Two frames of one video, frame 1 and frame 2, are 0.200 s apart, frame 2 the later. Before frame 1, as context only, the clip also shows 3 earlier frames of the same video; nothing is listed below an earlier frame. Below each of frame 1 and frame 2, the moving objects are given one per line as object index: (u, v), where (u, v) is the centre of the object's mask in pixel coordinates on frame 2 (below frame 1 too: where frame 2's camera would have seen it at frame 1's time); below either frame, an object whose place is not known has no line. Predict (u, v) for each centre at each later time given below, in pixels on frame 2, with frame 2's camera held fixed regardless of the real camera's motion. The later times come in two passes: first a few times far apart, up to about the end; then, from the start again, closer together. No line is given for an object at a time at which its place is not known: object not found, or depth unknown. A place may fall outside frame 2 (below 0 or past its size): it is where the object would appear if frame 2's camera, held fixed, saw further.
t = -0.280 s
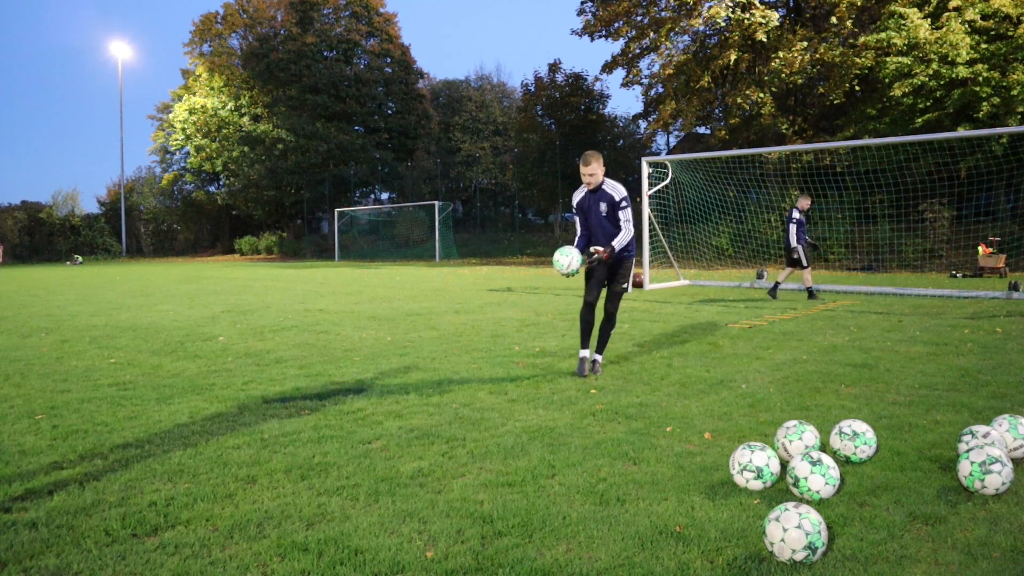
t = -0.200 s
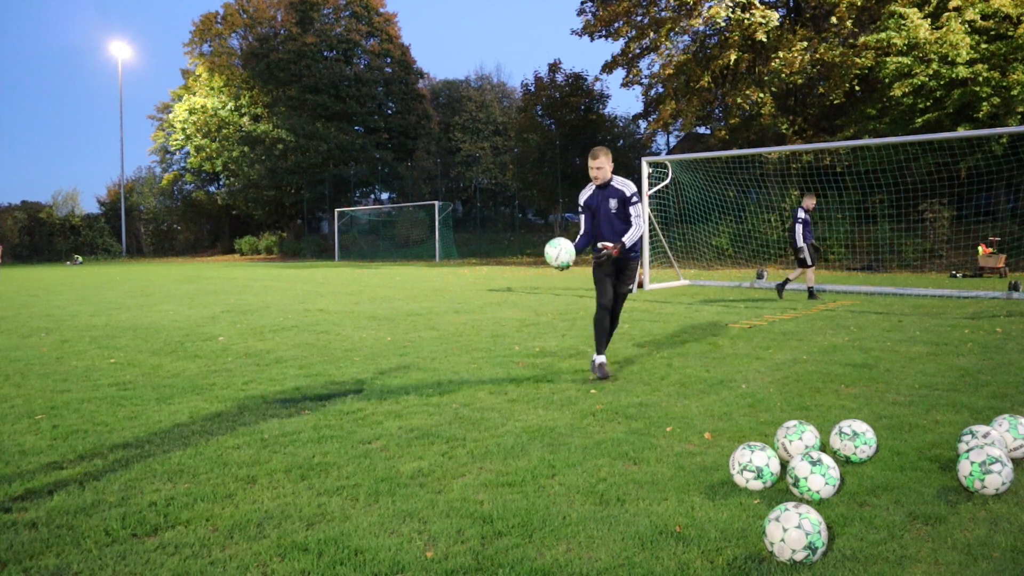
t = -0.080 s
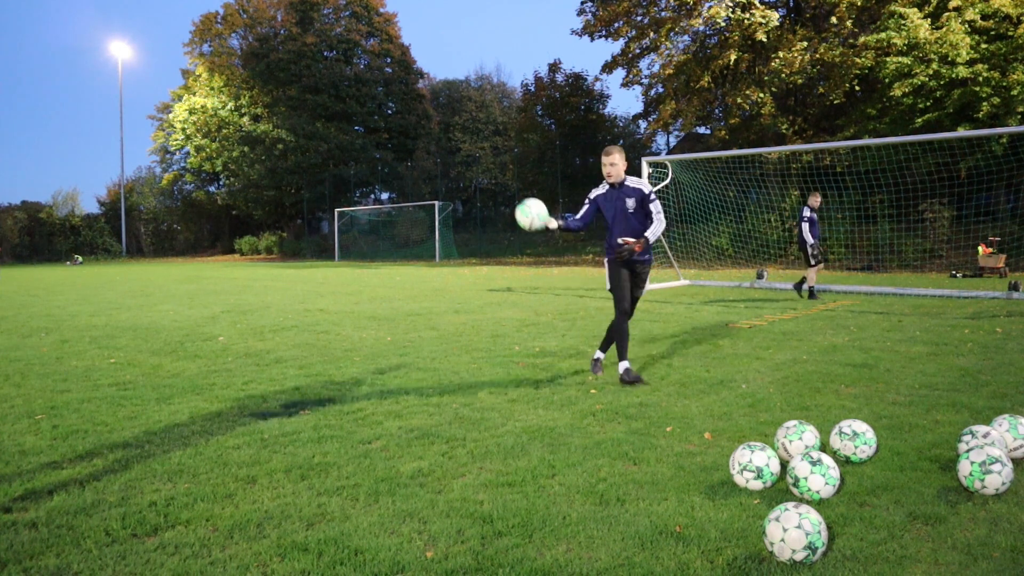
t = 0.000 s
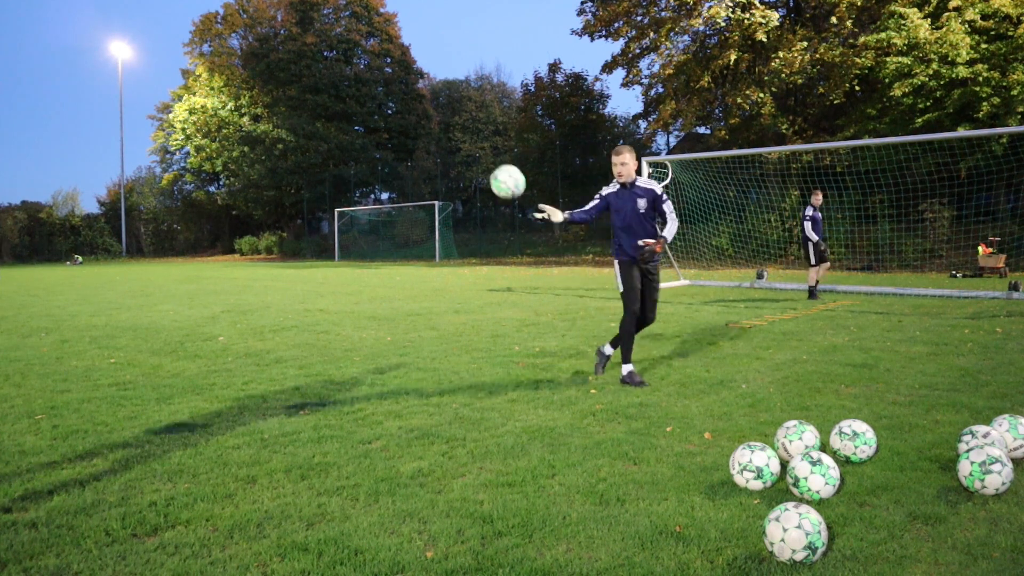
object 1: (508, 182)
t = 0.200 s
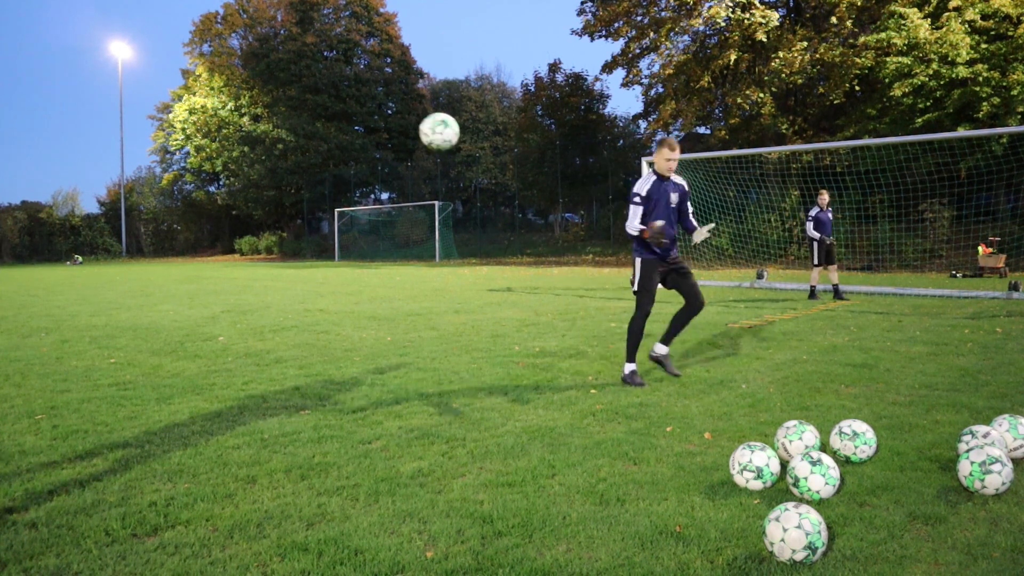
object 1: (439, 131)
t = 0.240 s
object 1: (424, 128)
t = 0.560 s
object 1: (276, 214)
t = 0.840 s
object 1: (114, 500)
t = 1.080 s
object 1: (12, 359)
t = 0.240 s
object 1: (424, 128)
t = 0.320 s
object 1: (392, 129)
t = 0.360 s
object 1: (374, 134)
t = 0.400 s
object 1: (356, 143)
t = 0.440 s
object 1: (338, 155)
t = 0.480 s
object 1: (318, 170)
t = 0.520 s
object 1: (298, 190)
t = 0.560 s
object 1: (276, 214)
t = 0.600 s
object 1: (255, 243)
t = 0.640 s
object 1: (232, 278)
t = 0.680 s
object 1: (209, 318)
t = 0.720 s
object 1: (185, 365)
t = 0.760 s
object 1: (161, 416)
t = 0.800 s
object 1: (136, 473)
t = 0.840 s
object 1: (114, 500)
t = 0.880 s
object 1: (94, 469)
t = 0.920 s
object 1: (75, 441)
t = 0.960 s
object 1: (55, 415)
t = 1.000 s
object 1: (35, 393)
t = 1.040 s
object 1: (22, 374)
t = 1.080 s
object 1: (12, 359)
